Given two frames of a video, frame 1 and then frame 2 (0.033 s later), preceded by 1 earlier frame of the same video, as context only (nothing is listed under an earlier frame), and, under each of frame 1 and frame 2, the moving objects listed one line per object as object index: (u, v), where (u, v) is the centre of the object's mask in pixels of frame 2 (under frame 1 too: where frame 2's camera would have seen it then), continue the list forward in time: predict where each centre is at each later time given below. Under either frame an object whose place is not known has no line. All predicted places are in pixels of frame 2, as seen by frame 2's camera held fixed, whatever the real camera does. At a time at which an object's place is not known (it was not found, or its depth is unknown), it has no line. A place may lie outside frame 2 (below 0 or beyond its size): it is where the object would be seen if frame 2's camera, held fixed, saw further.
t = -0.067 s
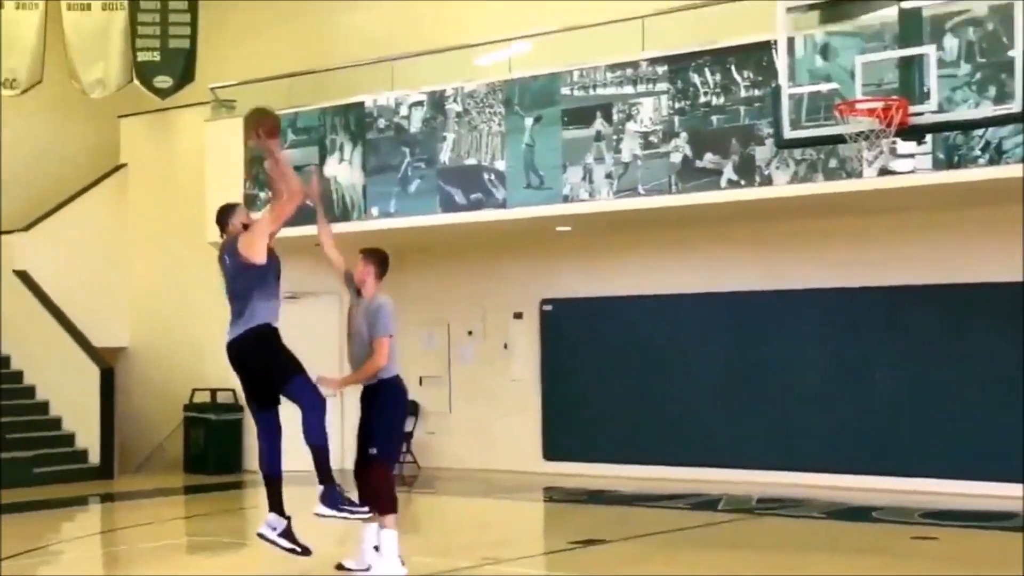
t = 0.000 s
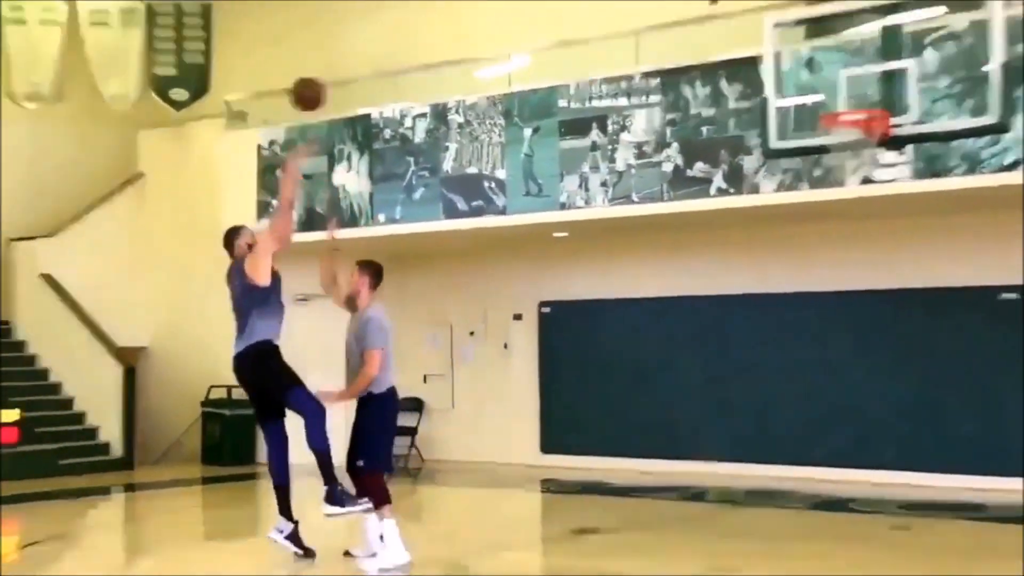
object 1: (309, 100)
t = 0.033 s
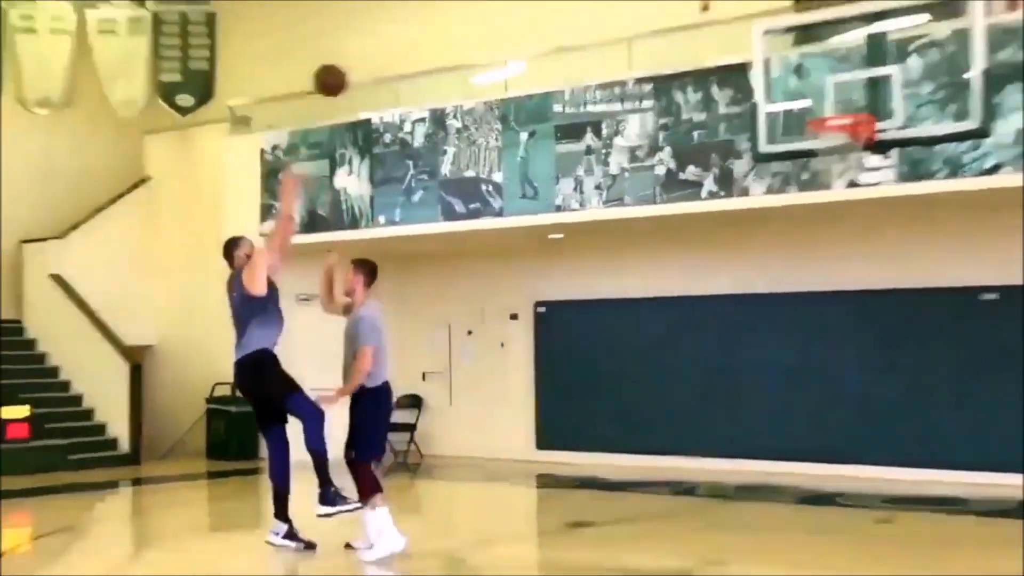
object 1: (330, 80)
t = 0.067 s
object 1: (351, 64)
